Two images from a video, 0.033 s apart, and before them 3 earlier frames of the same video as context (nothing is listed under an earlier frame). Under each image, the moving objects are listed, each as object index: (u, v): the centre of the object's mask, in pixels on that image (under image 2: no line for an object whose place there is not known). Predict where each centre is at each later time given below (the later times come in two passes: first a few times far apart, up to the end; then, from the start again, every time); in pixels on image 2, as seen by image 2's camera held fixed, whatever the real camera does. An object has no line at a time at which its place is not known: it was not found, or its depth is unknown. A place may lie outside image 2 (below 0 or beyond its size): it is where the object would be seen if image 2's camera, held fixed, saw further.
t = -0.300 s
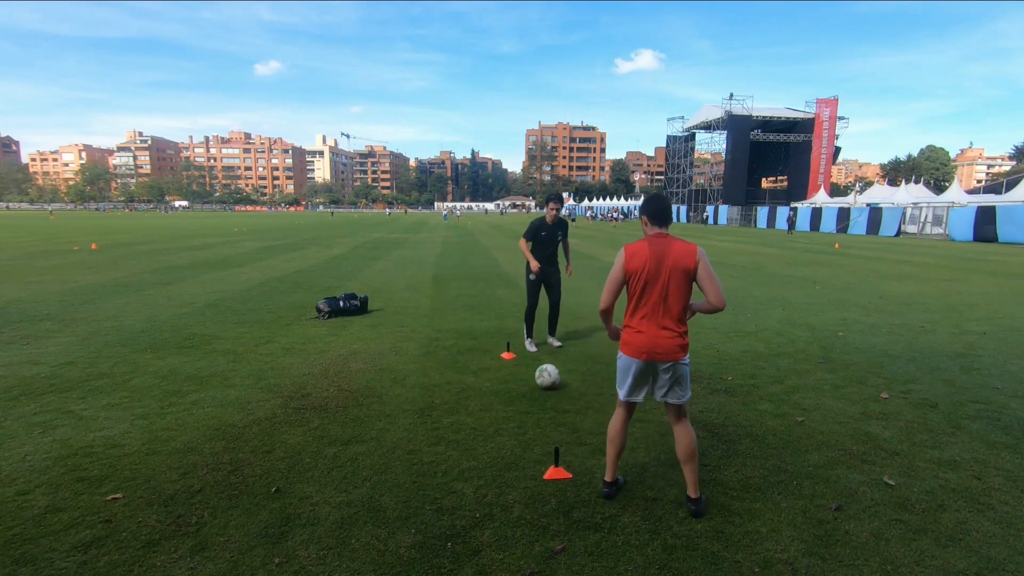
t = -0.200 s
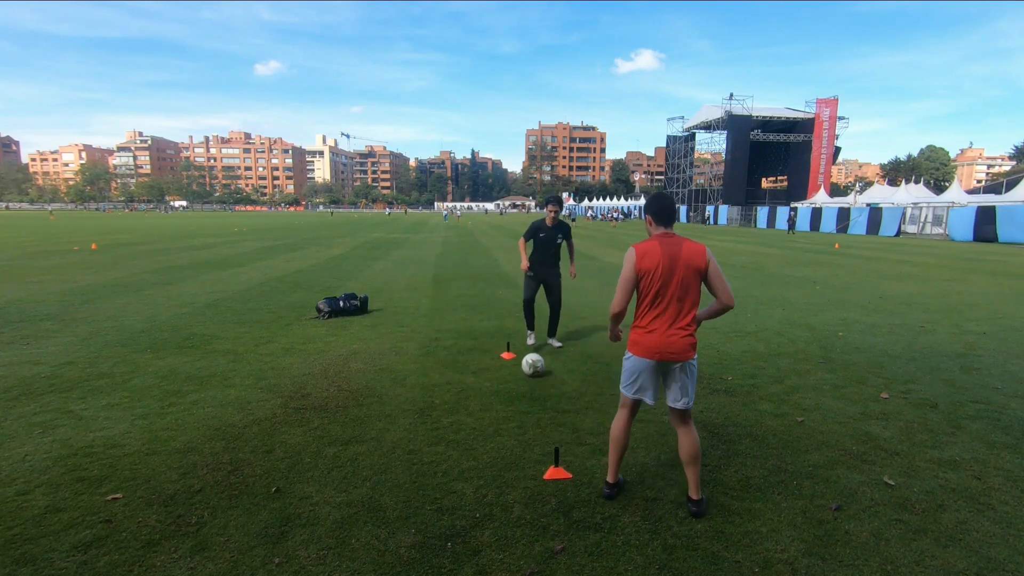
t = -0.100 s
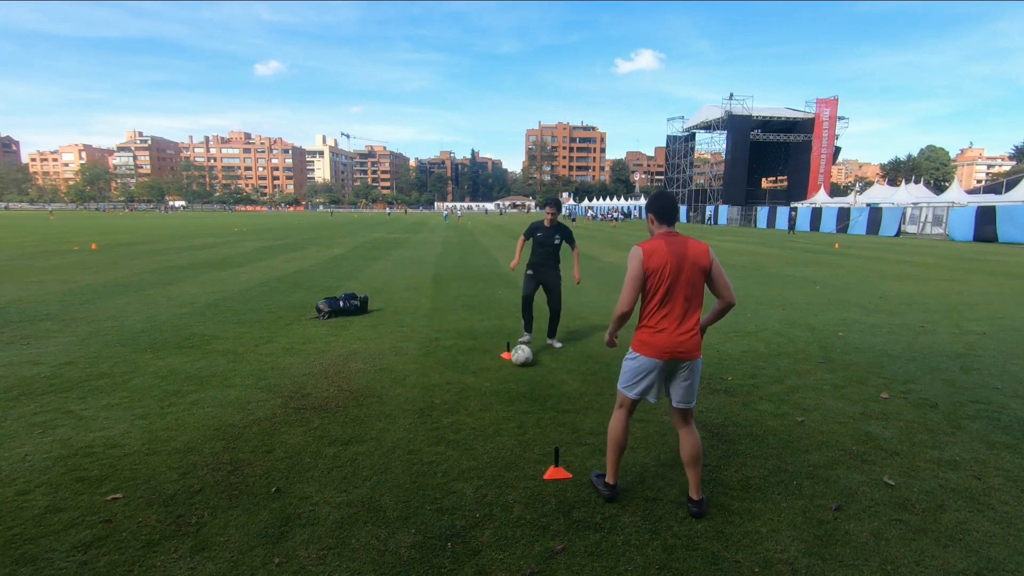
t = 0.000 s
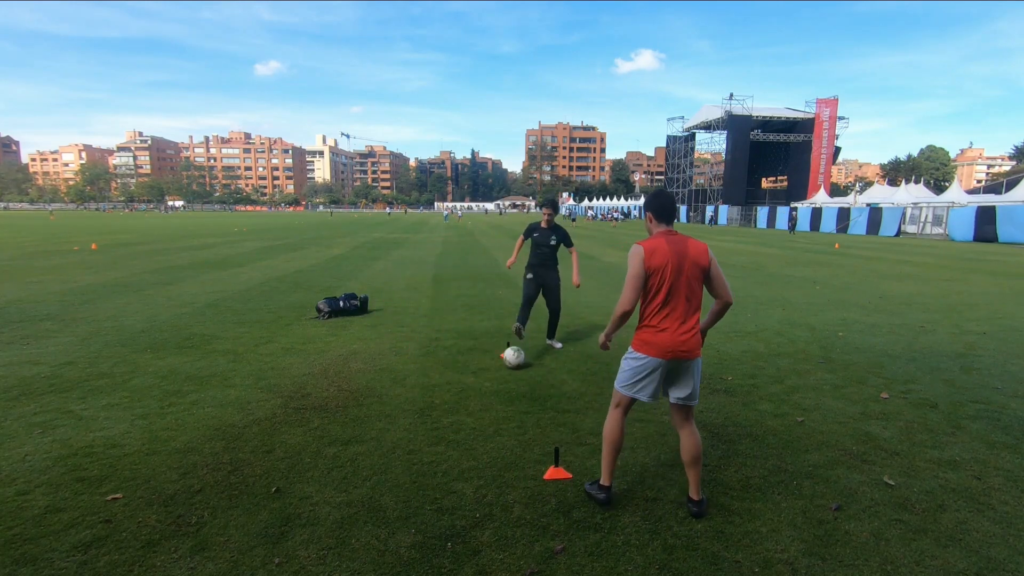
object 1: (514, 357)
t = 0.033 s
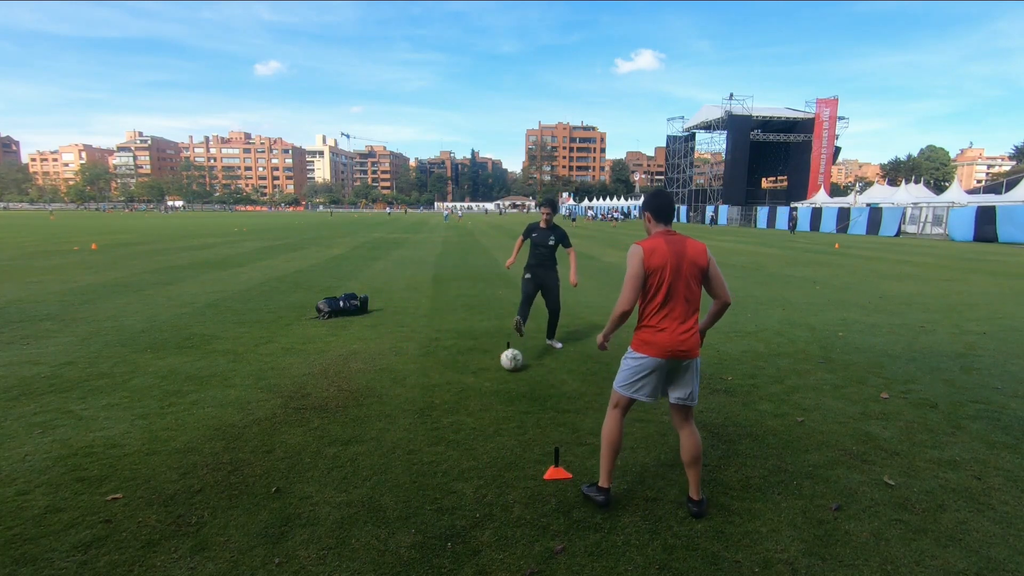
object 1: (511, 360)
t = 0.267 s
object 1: (494, 375)
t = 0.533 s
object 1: (471, 396)
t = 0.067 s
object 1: (509, 362)
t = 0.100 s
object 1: (507, 363)
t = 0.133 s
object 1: (504, 366)
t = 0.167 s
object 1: (501, 368)
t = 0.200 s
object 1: (499, 370)
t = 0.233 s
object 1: (496, 373)
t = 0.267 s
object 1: (494, 375)
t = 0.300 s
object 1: (491, 377)
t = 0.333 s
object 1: (488, 379)
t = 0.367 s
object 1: (485, 382)
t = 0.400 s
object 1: (482, 385)
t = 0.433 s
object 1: (479, 386)
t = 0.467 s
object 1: (477, 389)
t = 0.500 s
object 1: (474, 392)
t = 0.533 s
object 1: (471, 396)
